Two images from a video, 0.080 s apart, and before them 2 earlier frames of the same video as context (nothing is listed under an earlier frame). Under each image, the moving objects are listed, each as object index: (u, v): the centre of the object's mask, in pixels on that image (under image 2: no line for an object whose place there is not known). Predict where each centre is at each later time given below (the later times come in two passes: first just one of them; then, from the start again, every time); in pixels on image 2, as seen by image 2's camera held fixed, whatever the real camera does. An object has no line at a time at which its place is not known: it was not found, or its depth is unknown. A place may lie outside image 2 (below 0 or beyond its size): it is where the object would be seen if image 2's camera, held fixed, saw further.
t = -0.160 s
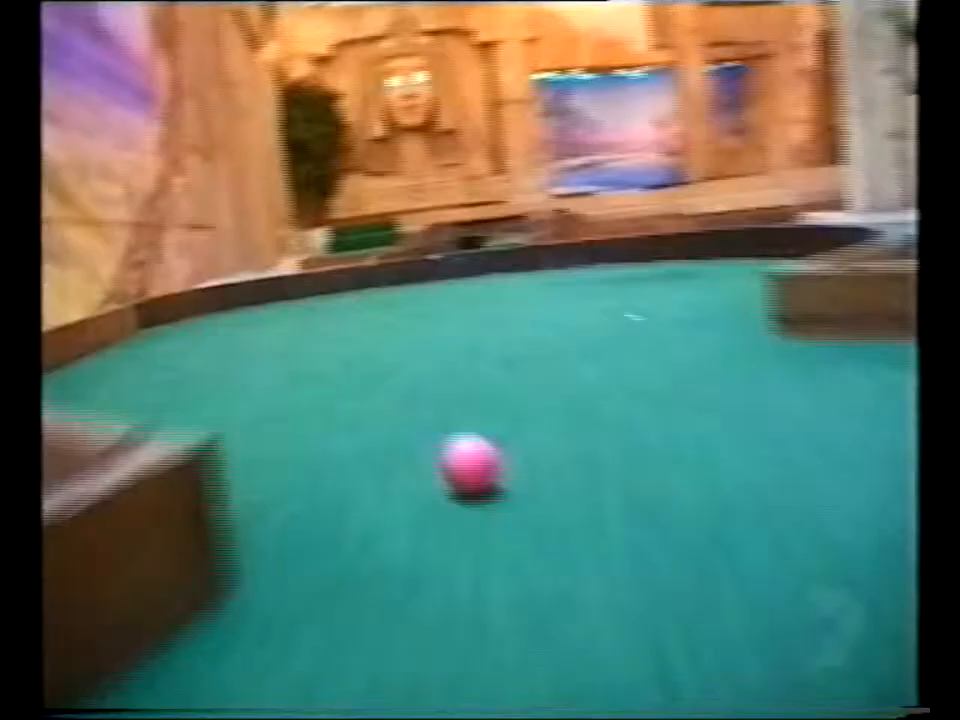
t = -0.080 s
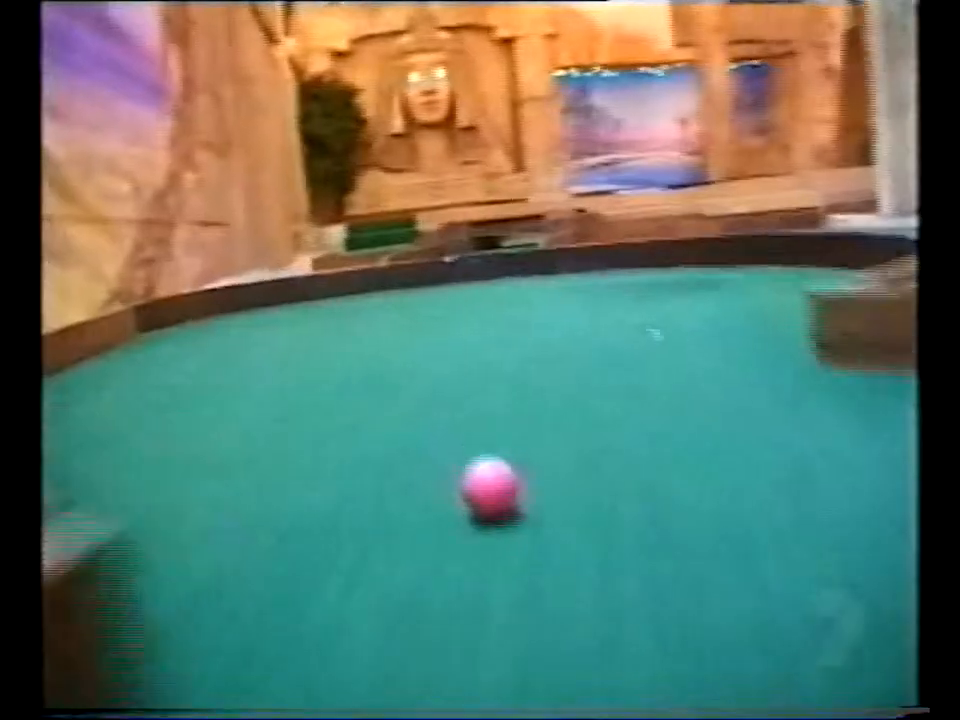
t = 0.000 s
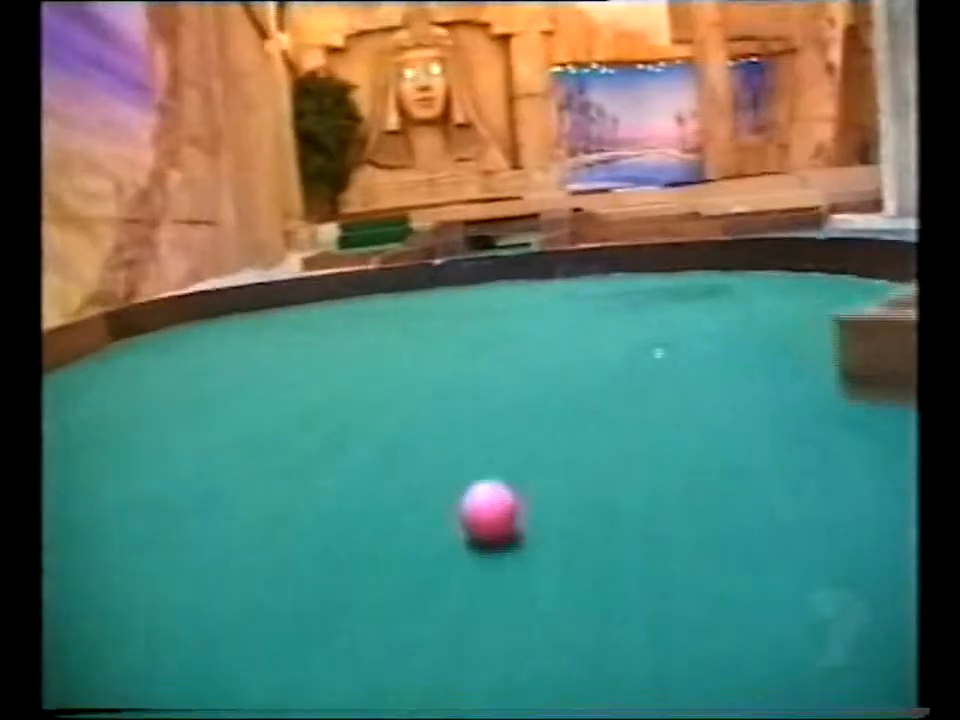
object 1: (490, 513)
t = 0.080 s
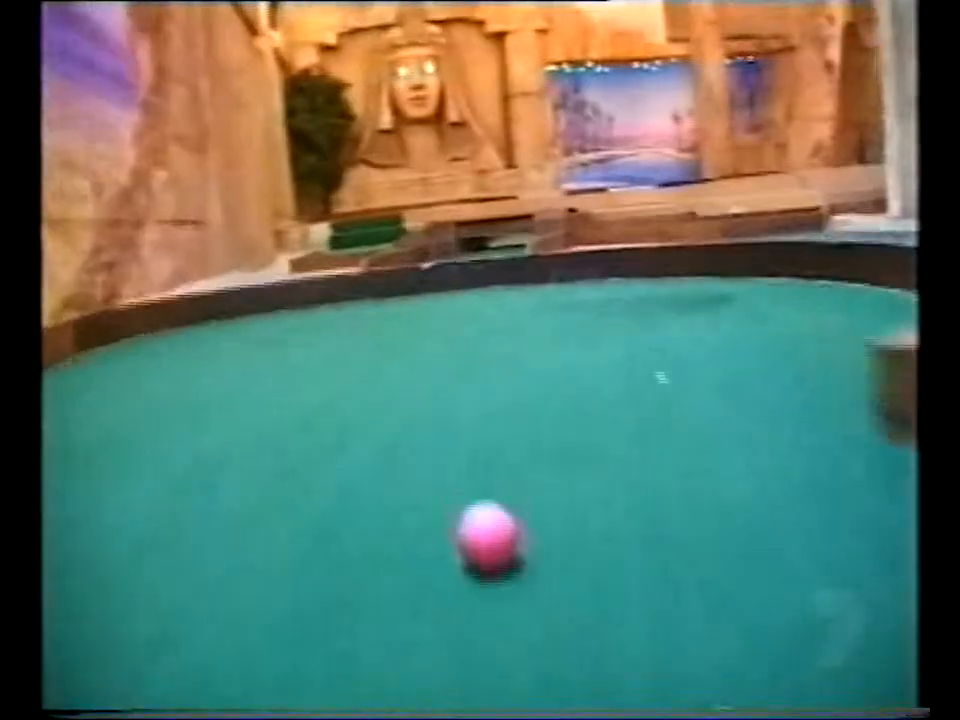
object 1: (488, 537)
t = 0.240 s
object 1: (504, 576)
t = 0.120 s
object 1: (493, 548)
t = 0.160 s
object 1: (495, 560)
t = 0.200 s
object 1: (499, 567)
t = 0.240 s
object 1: (504, 576)
